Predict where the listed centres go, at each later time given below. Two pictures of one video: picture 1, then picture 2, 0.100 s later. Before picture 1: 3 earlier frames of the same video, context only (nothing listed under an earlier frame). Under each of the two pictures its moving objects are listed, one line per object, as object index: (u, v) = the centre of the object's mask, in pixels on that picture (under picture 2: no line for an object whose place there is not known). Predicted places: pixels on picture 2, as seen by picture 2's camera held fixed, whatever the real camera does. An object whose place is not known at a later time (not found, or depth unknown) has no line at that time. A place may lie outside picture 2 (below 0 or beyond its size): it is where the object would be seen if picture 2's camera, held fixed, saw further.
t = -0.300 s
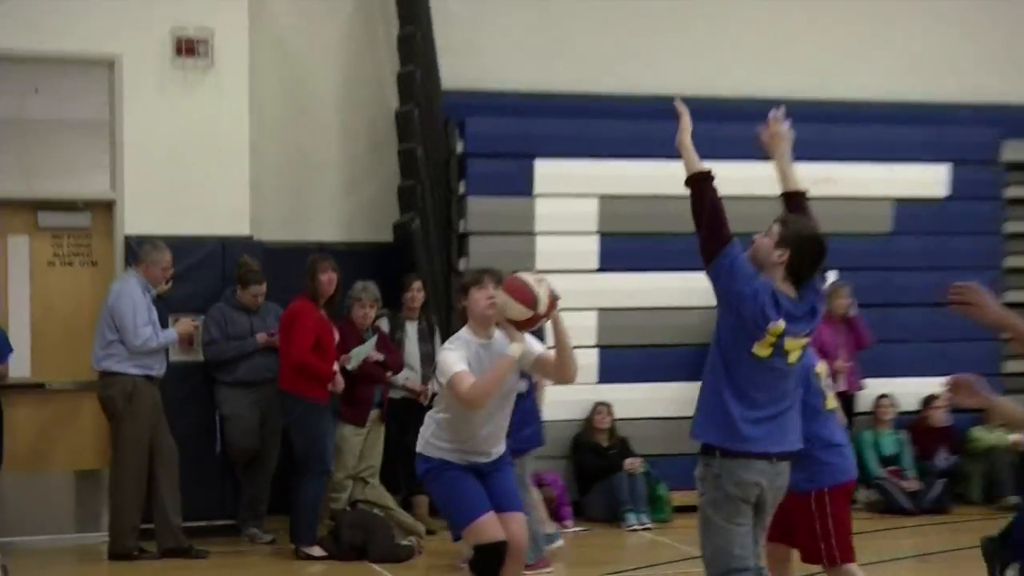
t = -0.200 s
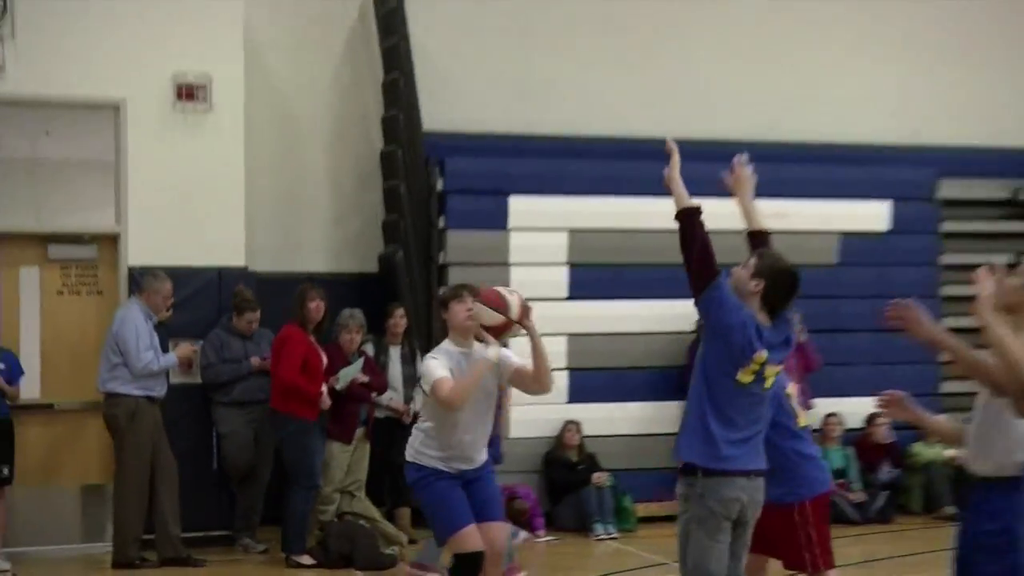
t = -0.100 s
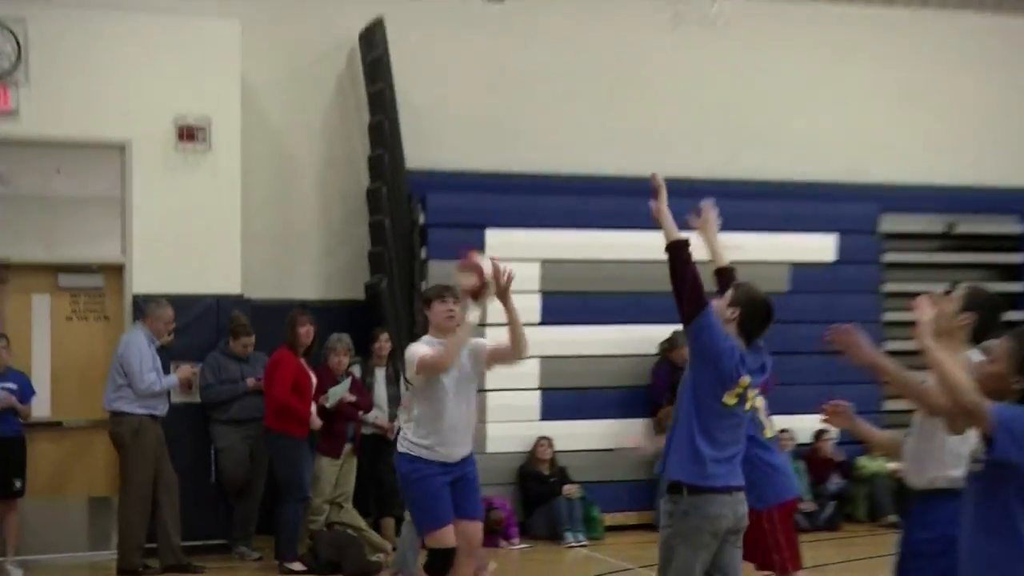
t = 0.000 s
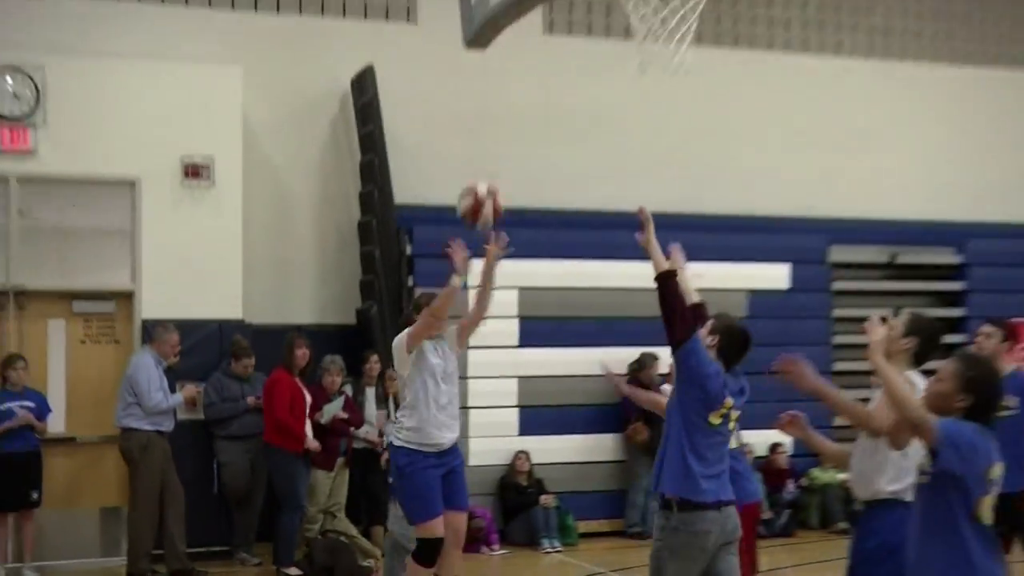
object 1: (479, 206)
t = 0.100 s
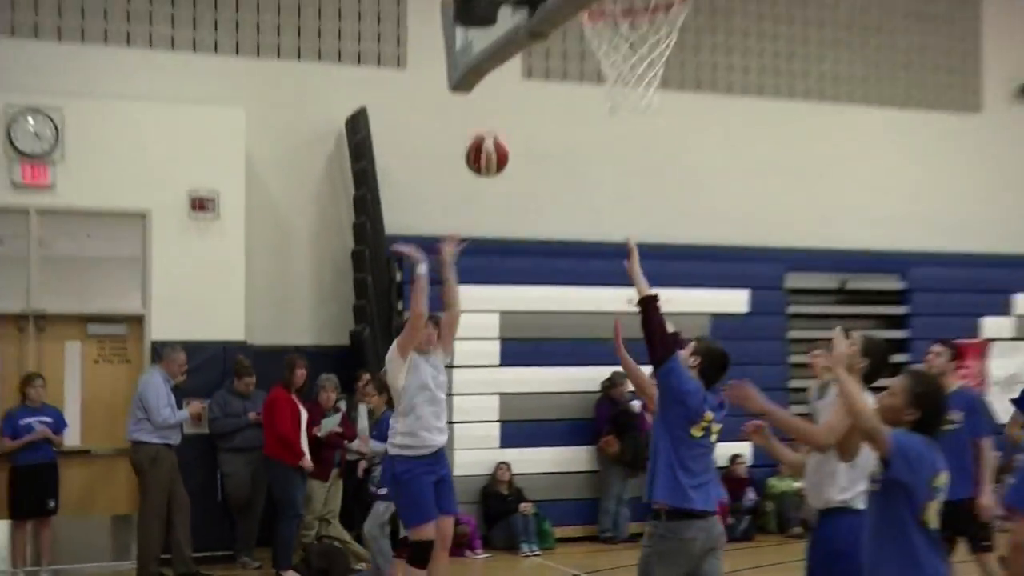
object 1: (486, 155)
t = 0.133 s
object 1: (494, 130)
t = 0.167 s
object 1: (502, 107)
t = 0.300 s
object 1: (543, 44)
